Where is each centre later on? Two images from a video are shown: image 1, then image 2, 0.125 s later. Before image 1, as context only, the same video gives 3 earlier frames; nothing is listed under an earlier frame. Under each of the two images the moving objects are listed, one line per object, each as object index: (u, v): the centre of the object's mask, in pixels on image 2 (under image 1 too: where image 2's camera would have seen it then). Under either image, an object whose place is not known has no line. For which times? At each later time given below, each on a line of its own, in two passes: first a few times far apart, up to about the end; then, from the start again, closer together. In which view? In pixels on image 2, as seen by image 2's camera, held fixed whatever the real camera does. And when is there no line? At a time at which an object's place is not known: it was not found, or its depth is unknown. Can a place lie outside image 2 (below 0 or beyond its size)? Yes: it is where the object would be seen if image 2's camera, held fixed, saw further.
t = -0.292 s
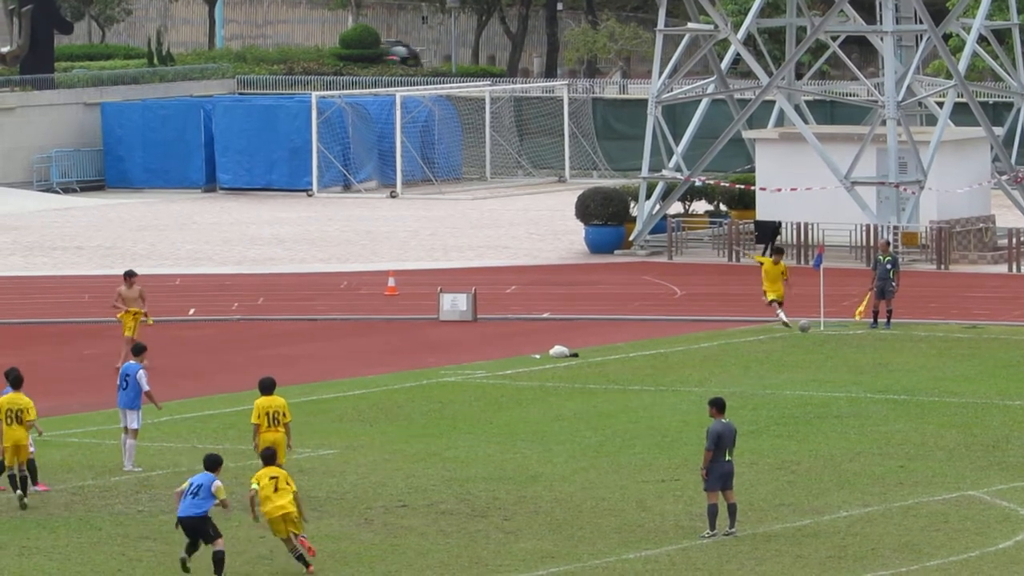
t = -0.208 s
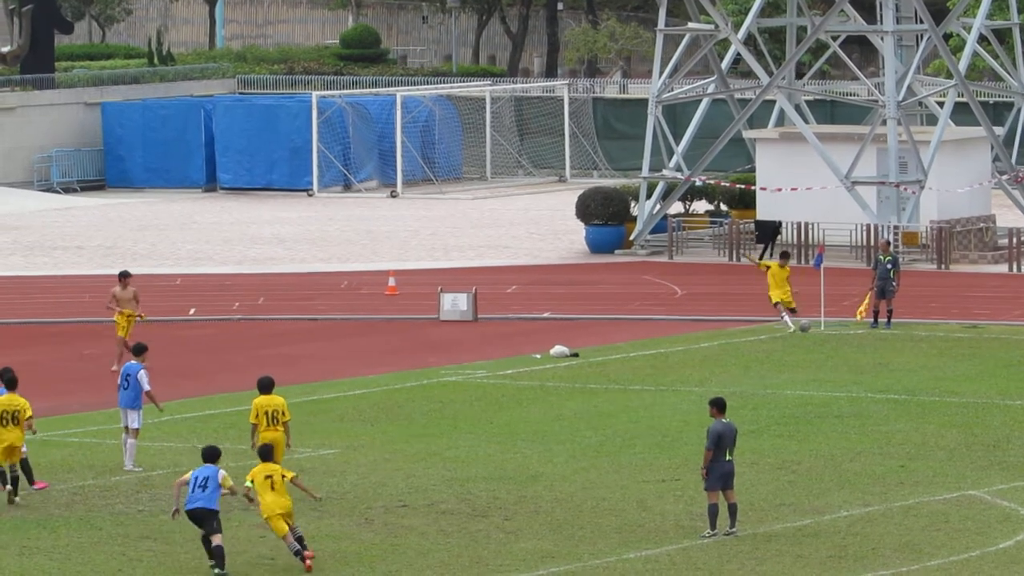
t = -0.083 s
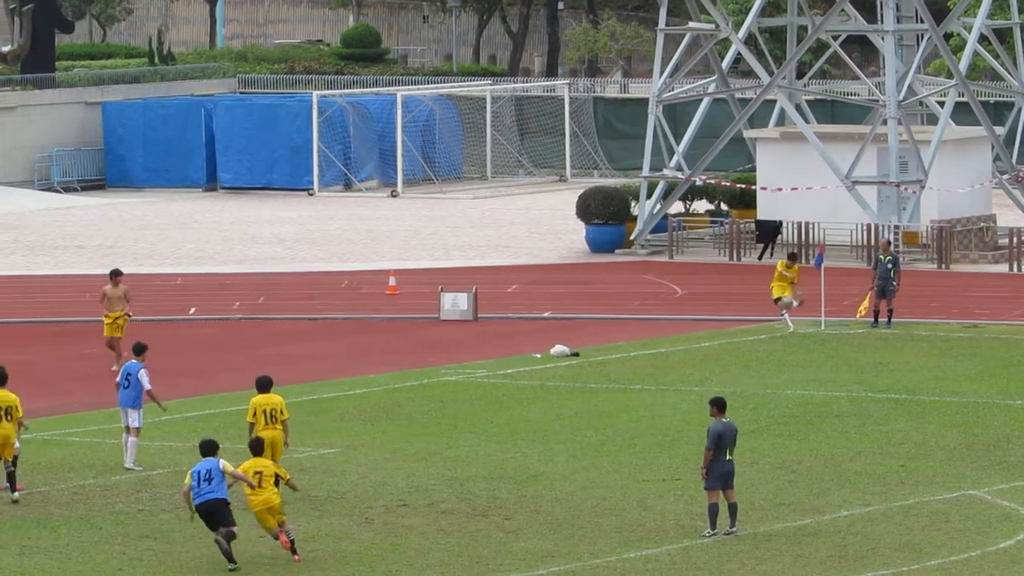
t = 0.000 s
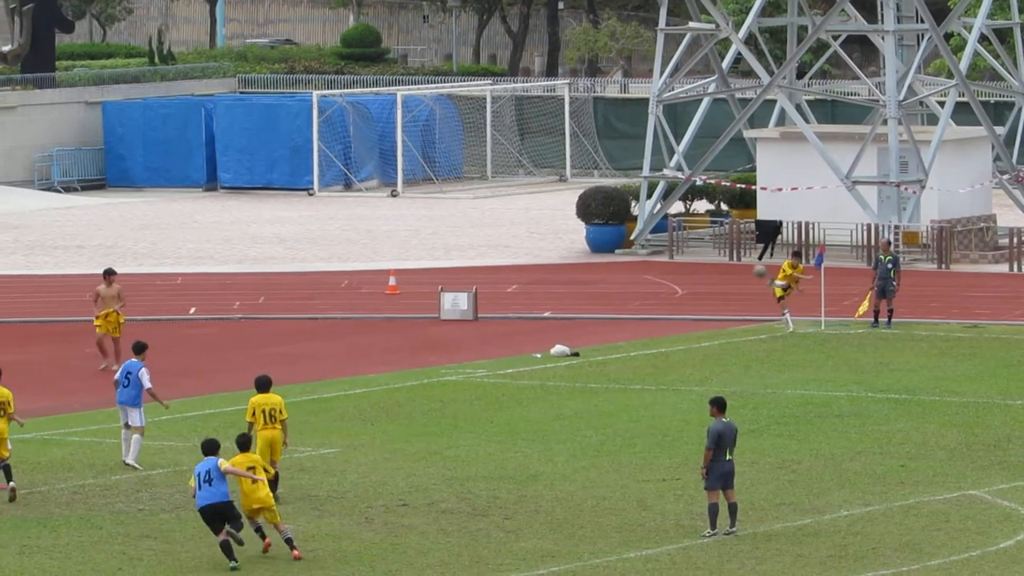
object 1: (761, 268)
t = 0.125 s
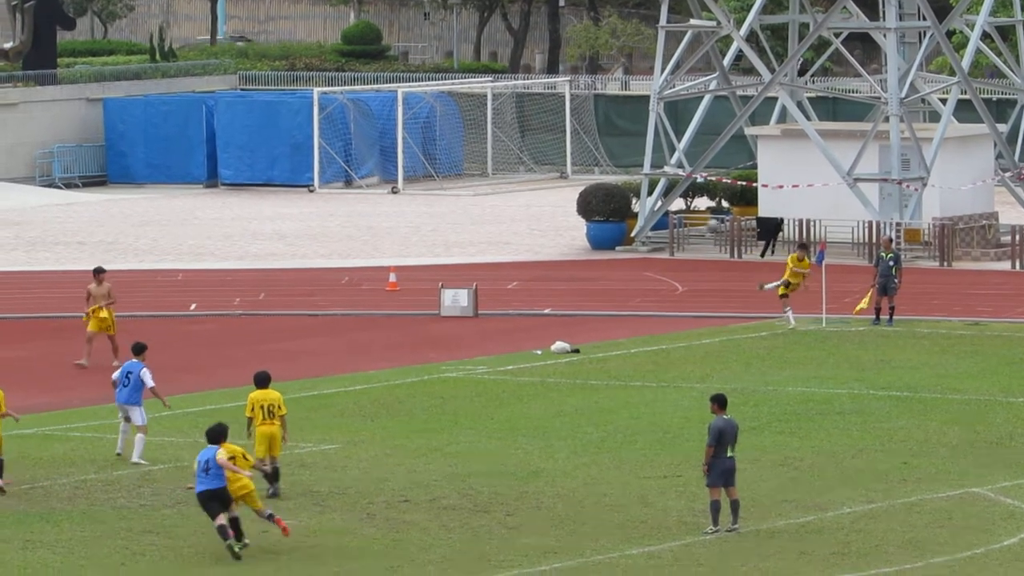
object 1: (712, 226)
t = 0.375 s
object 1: (607, 158)
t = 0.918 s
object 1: (315, 110)
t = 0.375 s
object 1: (607, 158)
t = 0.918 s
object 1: (315, 110)
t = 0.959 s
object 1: (289, 114)
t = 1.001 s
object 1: (262, 117)
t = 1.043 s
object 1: (235, 123)
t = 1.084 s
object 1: (207, 129)
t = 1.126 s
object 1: (179, 136)
